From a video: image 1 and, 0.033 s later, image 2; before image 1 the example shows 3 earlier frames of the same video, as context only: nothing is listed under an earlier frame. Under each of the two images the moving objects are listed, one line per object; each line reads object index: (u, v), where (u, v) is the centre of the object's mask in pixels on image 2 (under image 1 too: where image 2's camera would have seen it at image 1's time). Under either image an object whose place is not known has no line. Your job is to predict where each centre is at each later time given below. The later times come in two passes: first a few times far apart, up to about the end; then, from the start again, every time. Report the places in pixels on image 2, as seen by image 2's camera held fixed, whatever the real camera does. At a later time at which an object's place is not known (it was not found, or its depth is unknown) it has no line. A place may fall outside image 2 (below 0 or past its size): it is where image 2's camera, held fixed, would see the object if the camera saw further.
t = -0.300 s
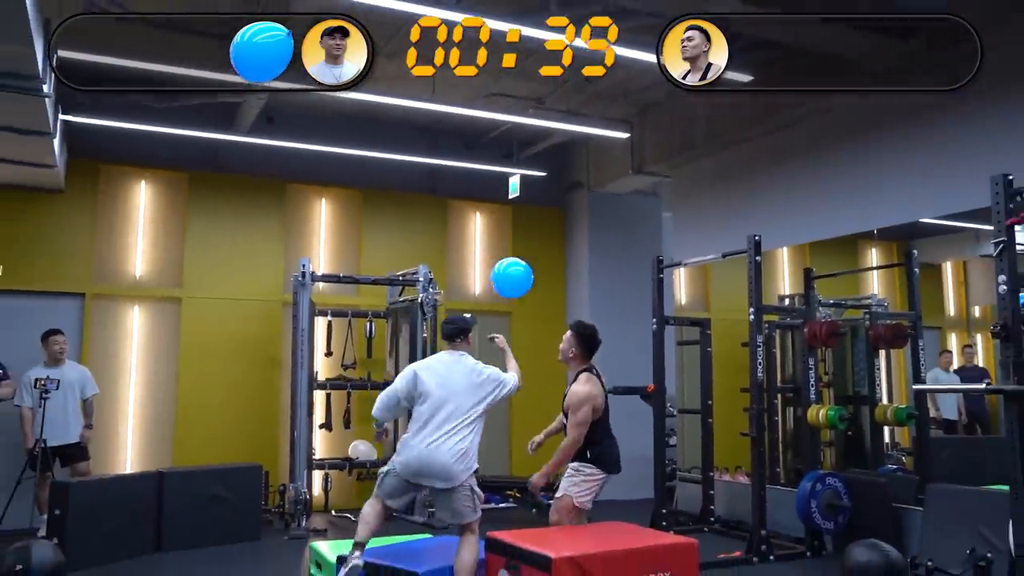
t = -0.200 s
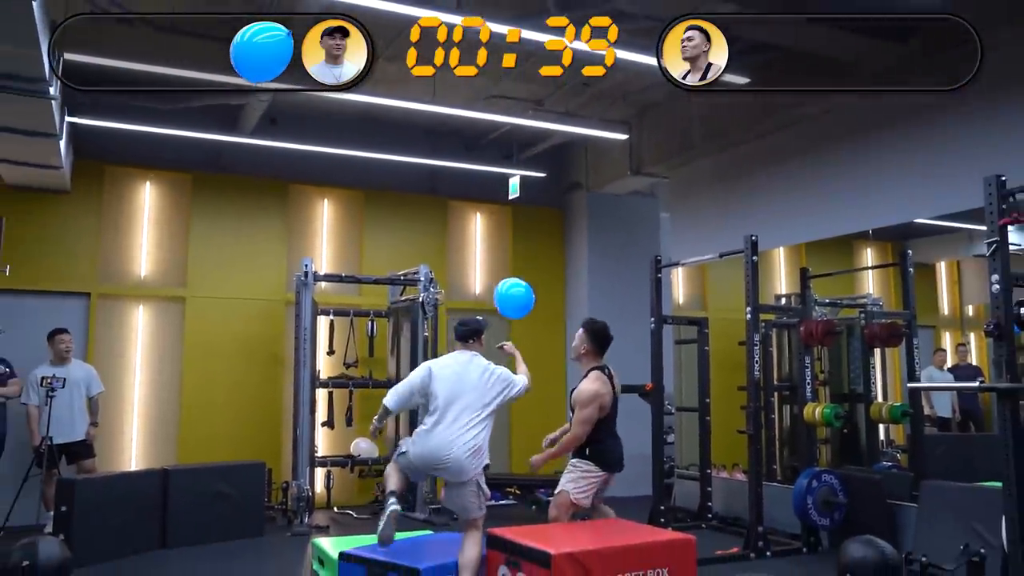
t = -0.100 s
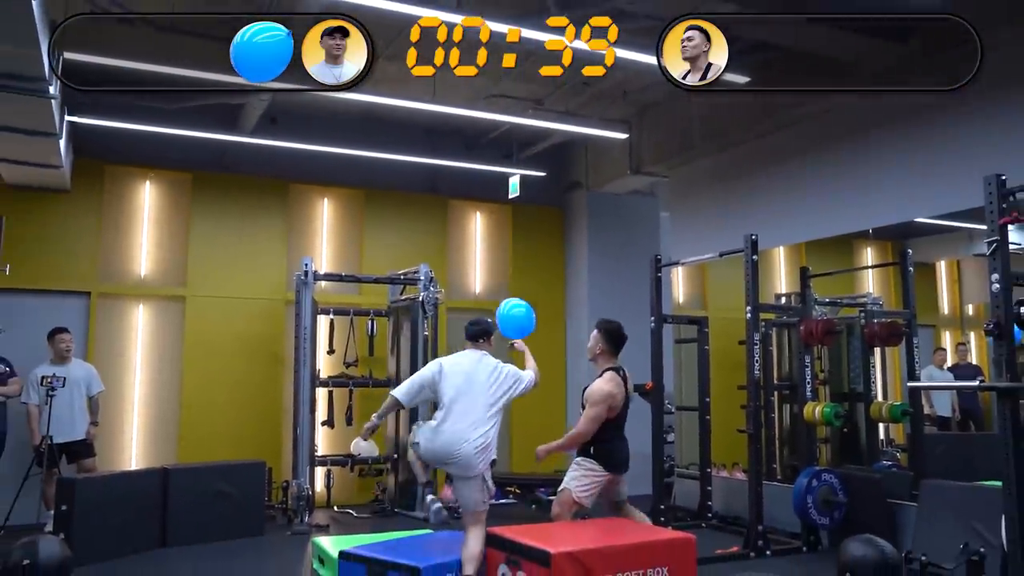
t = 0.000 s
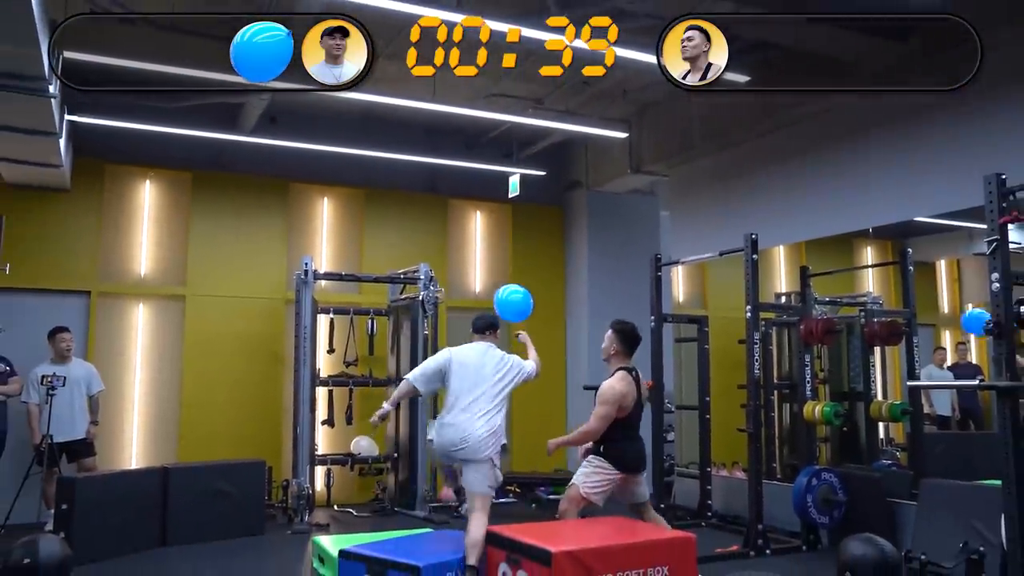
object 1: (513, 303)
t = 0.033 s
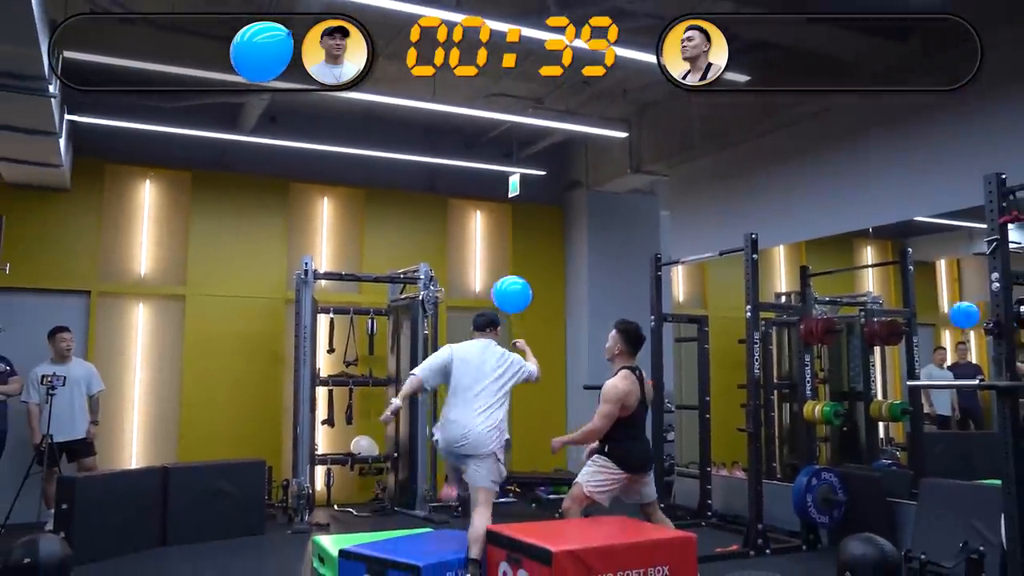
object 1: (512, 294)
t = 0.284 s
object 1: (495, 255)
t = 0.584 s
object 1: (472, 238)
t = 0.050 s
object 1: (511, 291)
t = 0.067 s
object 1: (510, 287)
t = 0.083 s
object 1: (509, 284)
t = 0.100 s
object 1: (508, 281)
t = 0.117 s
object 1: (507, 278)
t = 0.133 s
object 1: (506, 275)
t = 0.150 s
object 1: (505, 272)
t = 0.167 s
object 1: (504, 270)
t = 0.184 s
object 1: (503, 267)
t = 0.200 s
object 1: (502, 265)
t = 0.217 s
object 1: (501, 263)
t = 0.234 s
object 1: (499, 260)
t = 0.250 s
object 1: (498, 259)
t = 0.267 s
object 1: (496, 257)
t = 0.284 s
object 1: (495, 255)
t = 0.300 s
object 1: (494, 253)
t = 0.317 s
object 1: (492, 252)
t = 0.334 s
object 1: (491, 250)
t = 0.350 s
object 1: (489, 249)
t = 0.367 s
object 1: (488, 248)
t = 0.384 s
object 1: (487, 247)
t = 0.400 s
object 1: (485, 245)
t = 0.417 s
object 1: (483, 244)
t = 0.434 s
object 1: (482, 243)
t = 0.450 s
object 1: (481, 243)
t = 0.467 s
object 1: (479, 242)
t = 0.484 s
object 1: (478, 241)
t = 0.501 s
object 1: (477, 240)
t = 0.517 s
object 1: (476, 240)
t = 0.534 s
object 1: (475, 239)
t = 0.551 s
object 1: (474, 239)
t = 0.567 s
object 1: (473, 239)
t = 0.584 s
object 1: (472, 238)
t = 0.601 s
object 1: (471, 238)
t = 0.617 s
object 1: (470, 238)
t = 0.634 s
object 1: (469, 238)
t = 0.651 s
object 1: (468, 238)
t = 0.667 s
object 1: (467, 238)
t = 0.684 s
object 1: (467, 238)
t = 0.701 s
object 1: (466, 238)
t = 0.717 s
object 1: (465, 238)
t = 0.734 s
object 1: (465, 239)
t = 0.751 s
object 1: (464, 239)
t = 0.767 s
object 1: (463, 240)
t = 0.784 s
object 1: (463, 240)
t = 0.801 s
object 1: (462, 241)
